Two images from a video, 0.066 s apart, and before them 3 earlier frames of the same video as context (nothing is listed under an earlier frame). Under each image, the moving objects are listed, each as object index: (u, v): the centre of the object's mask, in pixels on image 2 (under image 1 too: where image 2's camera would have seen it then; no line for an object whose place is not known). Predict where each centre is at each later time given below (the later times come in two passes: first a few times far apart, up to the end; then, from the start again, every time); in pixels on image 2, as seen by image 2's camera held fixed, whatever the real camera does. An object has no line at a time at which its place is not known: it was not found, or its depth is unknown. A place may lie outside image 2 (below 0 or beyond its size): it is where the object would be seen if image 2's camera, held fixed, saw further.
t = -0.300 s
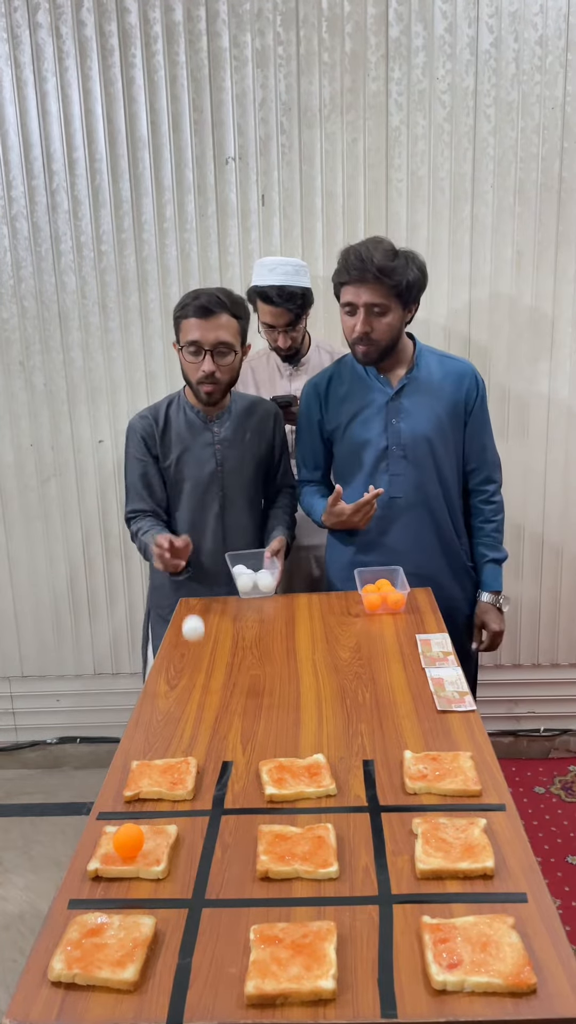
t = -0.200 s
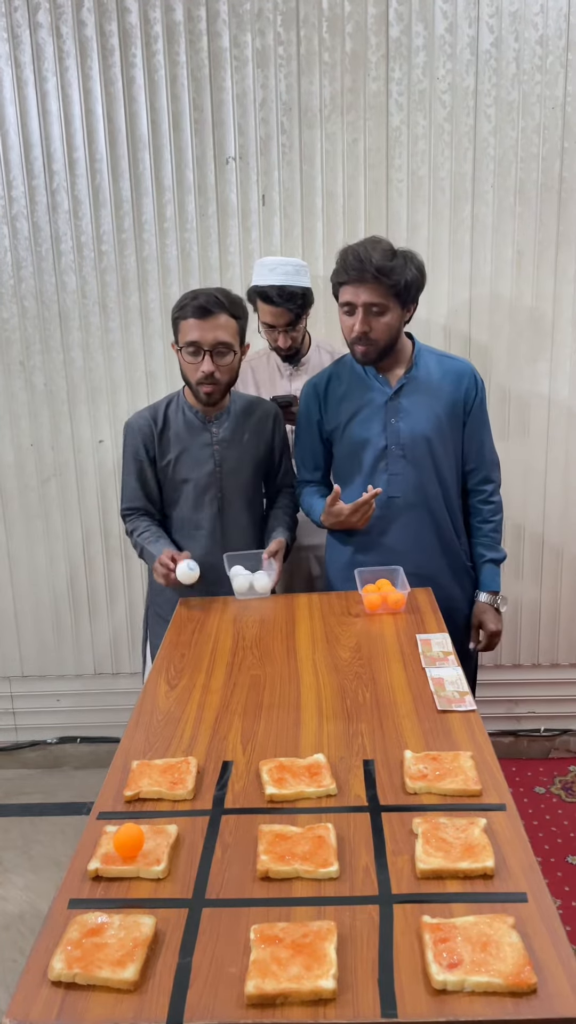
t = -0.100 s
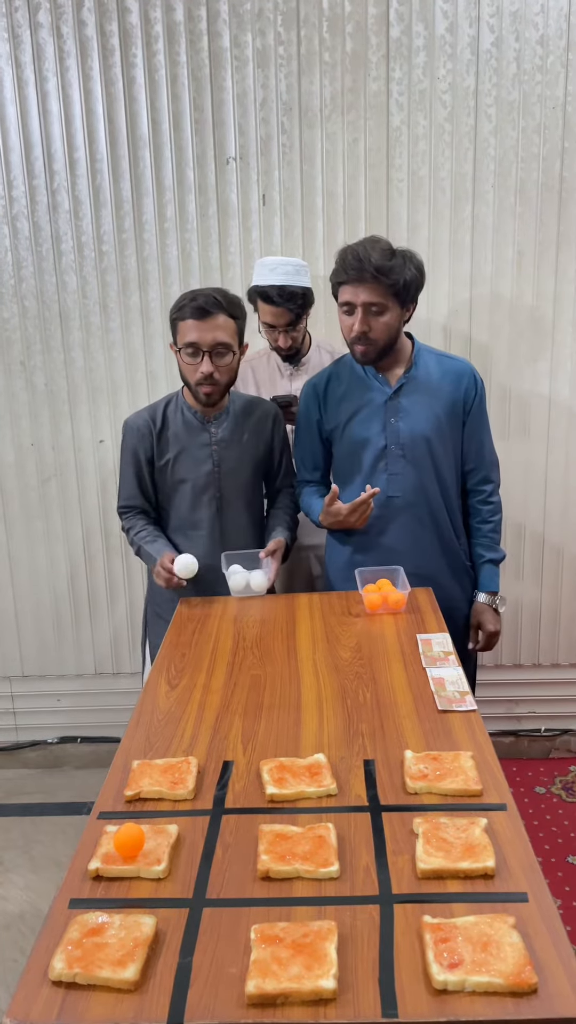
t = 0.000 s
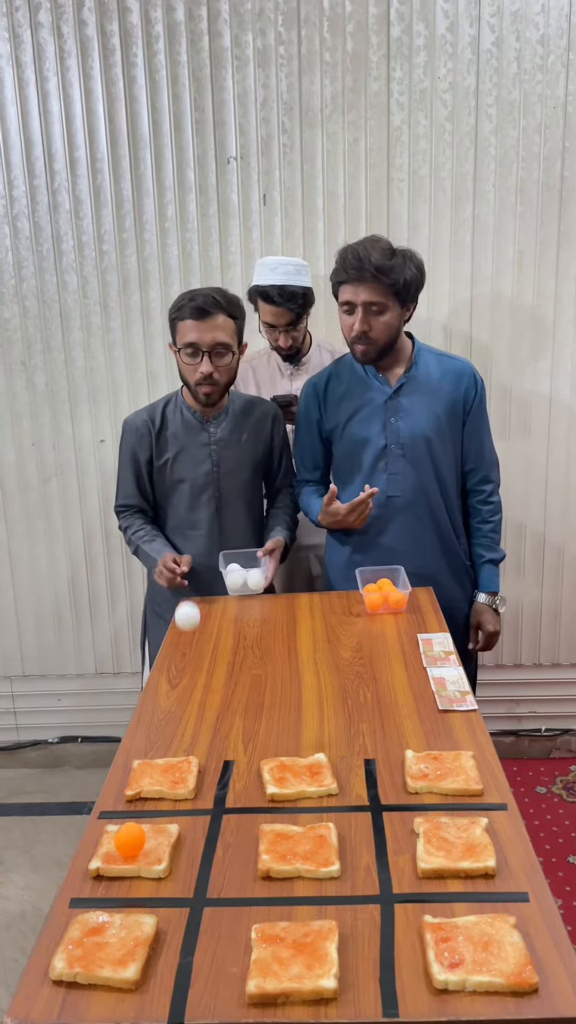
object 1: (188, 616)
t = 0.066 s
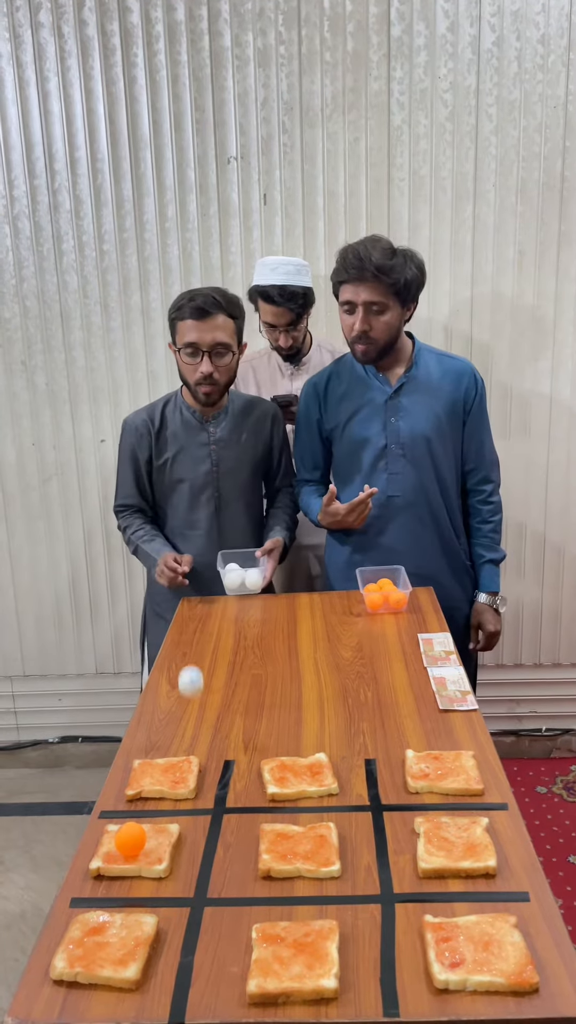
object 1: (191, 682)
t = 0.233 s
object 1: (181, 648)
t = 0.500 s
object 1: (174, 771)
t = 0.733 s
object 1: (141, 725)
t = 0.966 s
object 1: (120, 842)
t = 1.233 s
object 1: (102, 939)
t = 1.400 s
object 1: (89, 995)
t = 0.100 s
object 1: (192, 724)
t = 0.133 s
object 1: (190, 712)
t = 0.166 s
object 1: (187, 685)
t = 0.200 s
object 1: (184, 663)
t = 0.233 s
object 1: (181, 648)
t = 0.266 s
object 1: (178, 640)
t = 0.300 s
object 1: (176, 637)
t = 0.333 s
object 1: (175, 642)
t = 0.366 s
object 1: (174, 654)
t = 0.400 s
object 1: (173, 673)
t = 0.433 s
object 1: (172, 699)
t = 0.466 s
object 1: (173, 732)
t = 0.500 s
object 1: (174, 771)
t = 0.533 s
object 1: (173, 803)
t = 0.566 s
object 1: (167, 771)
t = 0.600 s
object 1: (161, 748)
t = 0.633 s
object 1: (155, 732)
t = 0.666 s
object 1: (150, 722)
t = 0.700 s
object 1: (145, 720)
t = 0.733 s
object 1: (141, 725)
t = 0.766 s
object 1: (138, 738)
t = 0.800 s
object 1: (134, 759)
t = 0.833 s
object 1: (132, 791)
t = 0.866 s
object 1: (131, 828)
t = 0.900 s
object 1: (129, 877)
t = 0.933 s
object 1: (125, 868)
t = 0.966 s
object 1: (120, 842)
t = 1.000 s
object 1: (115, 823)
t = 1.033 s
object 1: (111, 815)
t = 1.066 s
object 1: (108, 813)
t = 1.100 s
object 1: (105, 820)
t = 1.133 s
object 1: (103, 836)
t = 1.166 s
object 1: (101, 862)
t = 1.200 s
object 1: (102, 896)
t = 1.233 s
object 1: (102, 939)
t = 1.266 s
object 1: (101, 962)
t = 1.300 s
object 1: (98, 971)
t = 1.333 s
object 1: (97, 989)
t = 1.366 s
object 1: (92, 988)
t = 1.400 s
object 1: (89, 995)
